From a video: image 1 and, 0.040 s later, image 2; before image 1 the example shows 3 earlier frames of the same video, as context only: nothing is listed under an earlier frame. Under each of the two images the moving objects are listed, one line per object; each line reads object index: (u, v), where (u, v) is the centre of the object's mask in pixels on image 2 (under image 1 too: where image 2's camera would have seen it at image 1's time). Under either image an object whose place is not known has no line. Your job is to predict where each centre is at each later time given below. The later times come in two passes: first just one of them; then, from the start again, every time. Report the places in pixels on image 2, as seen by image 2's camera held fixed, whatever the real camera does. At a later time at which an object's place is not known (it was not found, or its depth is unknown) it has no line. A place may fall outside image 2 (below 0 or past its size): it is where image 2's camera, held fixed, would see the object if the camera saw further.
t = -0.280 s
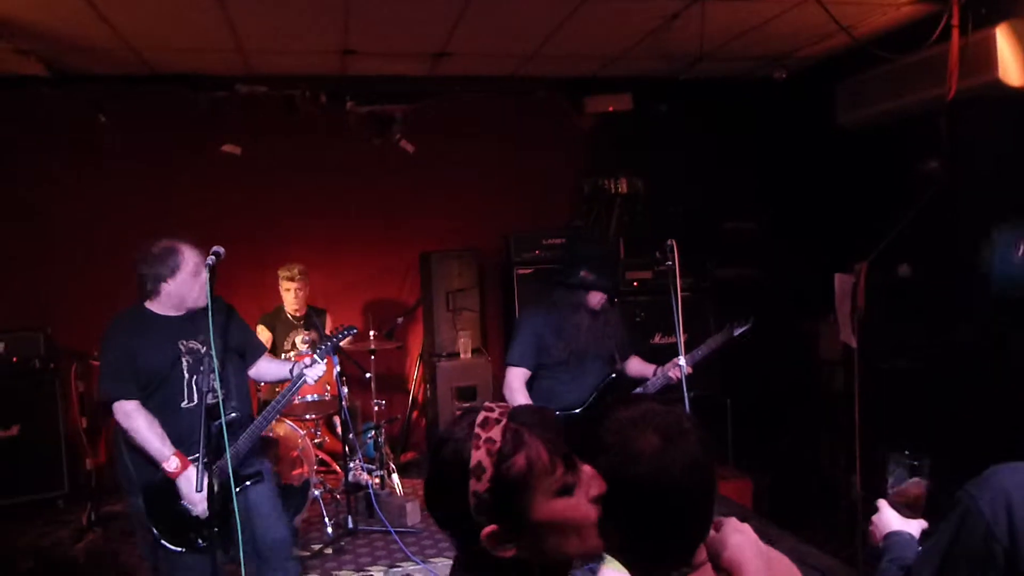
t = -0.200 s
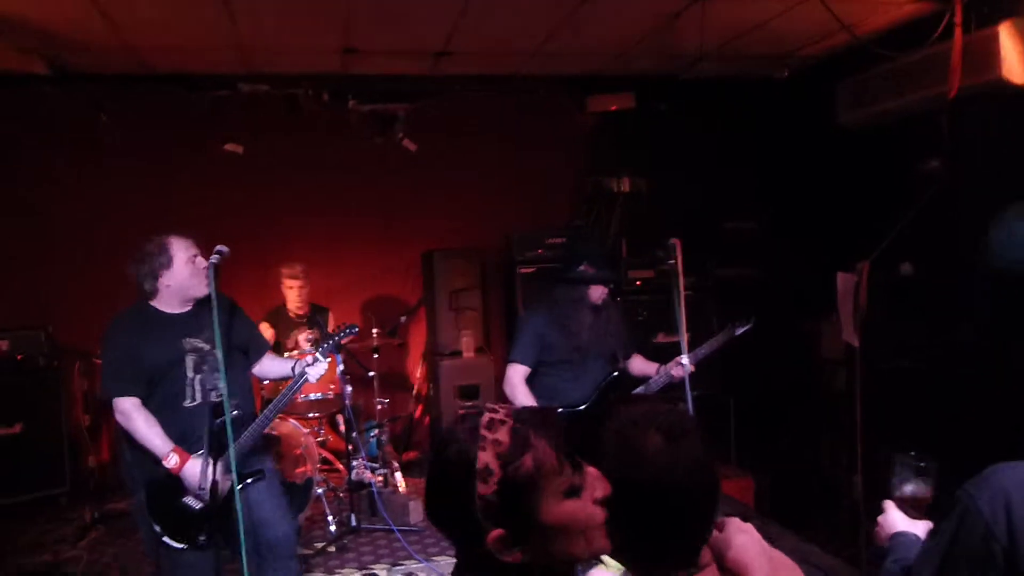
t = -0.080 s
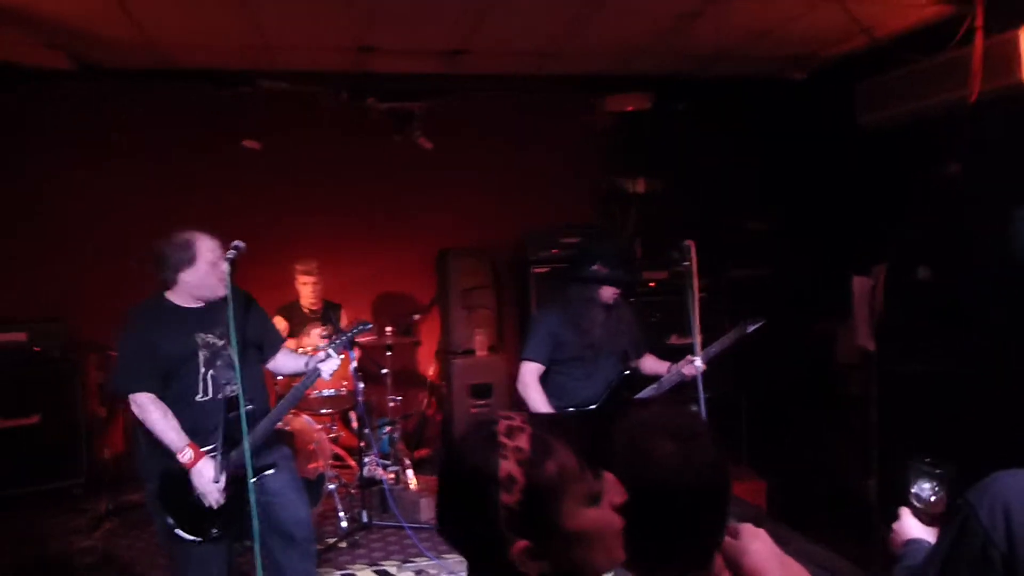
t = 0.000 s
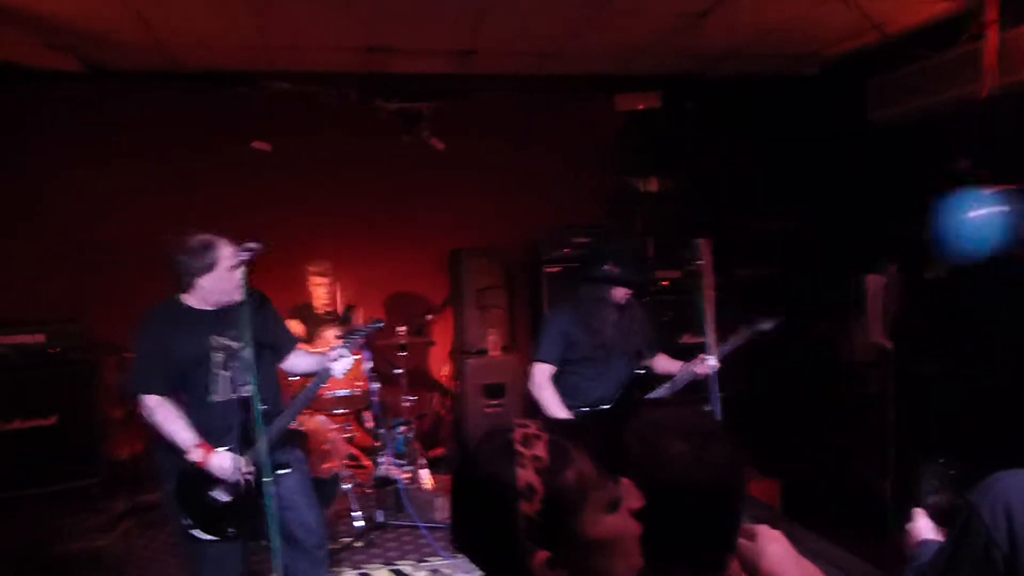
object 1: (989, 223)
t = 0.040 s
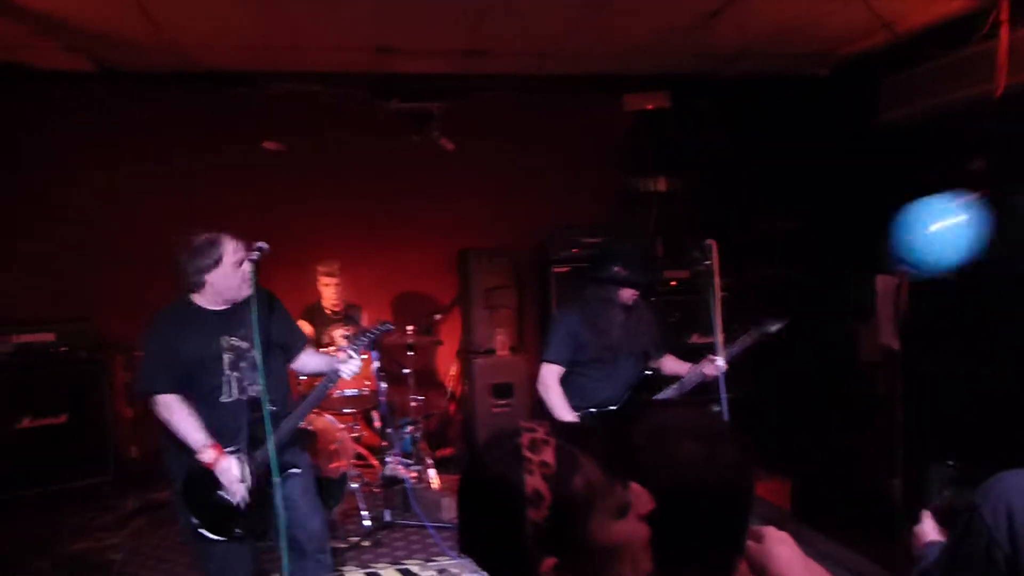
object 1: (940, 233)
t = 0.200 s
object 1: (874, 271)
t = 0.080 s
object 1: (904, 243)
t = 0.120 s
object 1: (881, 254)
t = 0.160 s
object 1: (875, 265)
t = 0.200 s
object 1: (874, 271)
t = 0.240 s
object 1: (872, 273)
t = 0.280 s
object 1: (865, 273)
